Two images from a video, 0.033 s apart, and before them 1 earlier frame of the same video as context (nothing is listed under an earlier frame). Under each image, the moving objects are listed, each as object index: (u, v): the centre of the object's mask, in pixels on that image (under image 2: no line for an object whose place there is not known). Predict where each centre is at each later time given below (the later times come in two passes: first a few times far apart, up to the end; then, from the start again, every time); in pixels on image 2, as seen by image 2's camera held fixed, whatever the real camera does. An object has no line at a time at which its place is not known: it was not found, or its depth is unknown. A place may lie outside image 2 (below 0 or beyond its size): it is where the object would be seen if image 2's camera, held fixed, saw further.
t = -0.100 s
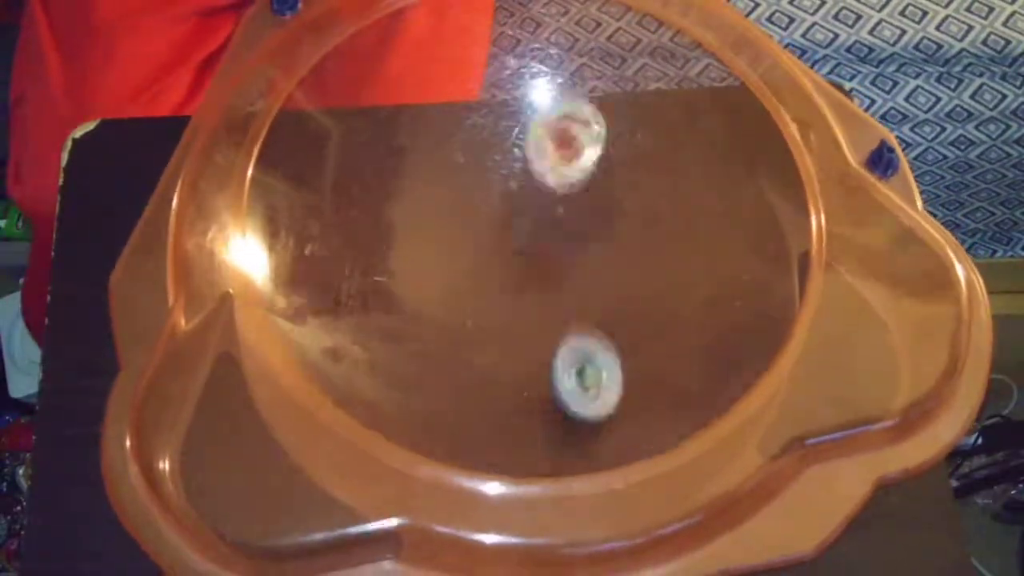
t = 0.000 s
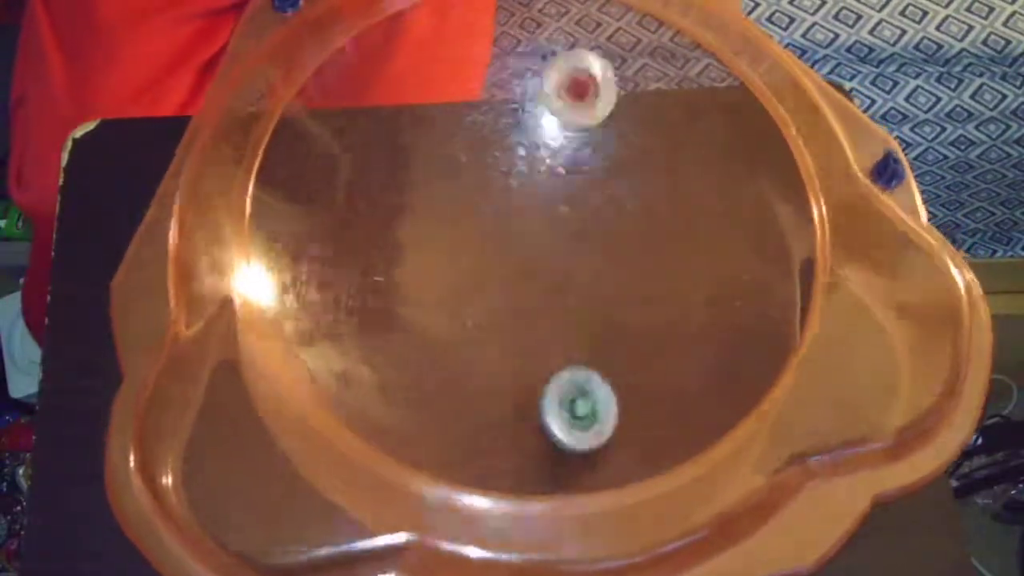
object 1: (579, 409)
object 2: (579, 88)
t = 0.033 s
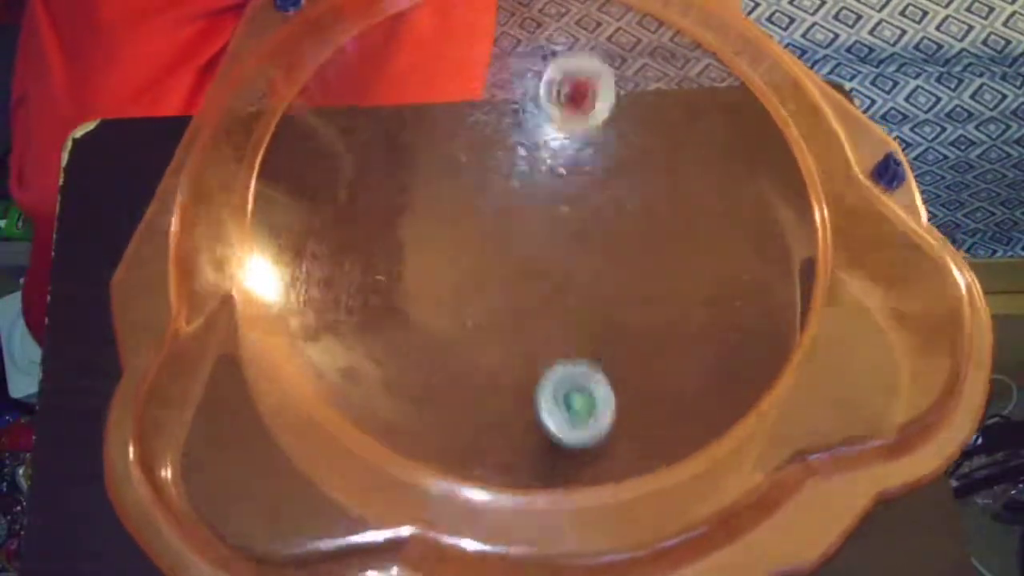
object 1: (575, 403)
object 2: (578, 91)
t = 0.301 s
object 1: (517, 397)
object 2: (564, 260)
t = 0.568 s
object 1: (509, 419)
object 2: (551, 264)
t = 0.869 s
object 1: (439, 377)
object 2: (672, 263)
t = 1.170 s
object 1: (487, 298)
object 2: (553, 324)
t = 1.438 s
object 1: (460, 209)
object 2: (504, 371)
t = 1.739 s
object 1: (510, 291)
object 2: (481, 372)
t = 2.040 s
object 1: (542, 293)
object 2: (494, 359)
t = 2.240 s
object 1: (561, 316)
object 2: (505, 363)
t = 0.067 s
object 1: (572, 394)
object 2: (571, 114)
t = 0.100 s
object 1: (568, 382)
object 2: (565, 138)
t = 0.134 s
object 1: (565, 367)
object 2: (556, 184)
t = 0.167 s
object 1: (561, 351)
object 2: (551, 223)
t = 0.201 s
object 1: (555, 337)
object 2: (549, 255)
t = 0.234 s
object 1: (546, 346)
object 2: (549, 272)
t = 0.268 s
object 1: (533, 367)
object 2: (557, 271)
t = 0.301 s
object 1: (517, 397)
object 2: (564, 260)
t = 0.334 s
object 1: (506, 415)
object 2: (573, 248)
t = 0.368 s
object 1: (495, 432)
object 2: (574, 234)
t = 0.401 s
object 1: (489, 443)
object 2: (577, 225)
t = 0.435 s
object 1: (488, 446)
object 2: (574, 223)
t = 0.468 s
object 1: (489, 443)
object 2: (572, 223)
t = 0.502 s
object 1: (493, 439)
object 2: (564, 230)
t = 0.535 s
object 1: (500, 430)
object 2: (557, 244)
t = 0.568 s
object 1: (509, 419)
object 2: (551, 264)
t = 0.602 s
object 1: (517, 408)
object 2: (543, 282)
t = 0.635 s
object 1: (525, 393)
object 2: (540, 304)
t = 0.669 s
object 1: (531, 377)
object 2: (534, 314)
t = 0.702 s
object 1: (519, 373)
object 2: (556, 313)
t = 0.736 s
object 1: (498, 380)
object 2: (585, 300)
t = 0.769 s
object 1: (477, 382)
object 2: (620, 283)
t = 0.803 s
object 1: (460, 384)
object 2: (644, 281)
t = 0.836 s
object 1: (448, 381)
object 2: (668, 276)
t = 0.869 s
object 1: (439, 377)
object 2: (672, 263)
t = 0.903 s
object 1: (434, 370)
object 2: (671, 260)
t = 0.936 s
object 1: (432, 363)
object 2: (666, 260)
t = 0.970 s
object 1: (434, 354)
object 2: (657, 263)
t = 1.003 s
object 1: (440, 347)
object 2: (644, 270)
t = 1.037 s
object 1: (449, 338)
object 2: (629, 278)
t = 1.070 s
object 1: (459, 331)
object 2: (616, 290)
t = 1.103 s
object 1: (473, 320)
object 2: (596, 302)
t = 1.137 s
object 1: (483, 313)
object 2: (569, 314)
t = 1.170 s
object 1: (487, 298)
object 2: (553, 324)
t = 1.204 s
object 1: (484, 279)
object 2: (543, 342)
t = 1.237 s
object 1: (479, 260)
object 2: (535, 358)
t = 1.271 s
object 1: (475, 245)
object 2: (529, 370)
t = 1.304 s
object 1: (470, 232)
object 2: (522, 379)
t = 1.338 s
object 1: (465, 217)
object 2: (519, 383)
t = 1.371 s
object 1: (461, 208)
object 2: (514, 383)
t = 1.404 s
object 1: (460, 205)
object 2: (510, 379)
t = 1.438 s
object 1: (460, 209)
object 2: (504, 371)
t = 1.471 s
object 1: (463, 218)
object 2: (500, 366)
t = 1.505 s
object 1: (463, 232)
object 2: (497, 360)
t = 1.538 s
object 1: (466, 252)
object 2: (494, 355)
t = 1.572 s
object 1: (471, 273)
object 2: (493, 351)
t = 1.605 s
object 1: (476, 286)
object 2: (492, 352)
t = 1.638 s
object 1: (489, 296)
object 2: (483, 357)
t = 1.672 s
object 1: (497, 296)
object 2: (483, 365)
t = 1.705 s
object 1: (505, 292)
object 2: (481, 369)
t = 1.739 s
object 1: (510, 291)
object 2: (481, 372)
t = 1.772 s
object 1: (516, 287)
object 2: (481, 371)
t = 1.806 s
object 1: (520, 285)
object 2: (483, 369)
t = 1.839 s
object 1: (525, 283)
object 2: (486, 365)
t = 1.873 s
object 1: (528, 281)
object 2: (491, 363)
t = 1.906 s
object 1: (530, 283)
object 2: (493, 359)
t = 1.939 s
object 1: (533, 286)
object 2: (495, 357)
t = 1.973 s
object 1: (535, 288)
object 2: (496, 356)
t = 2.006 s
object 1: (539, 292)
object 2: (497, 356)
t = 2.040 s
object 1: (542, 293)
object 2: (494, 359)
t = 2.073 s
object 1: (548, 295)
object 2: (494, 360)
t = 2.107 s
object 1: (551, 297)
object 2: (496, 361)
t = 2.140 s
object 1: (556, 301)
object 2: (499, 362)
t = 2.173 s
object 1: (559, 306)
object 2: (502, 364)
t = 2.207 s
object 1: (561, 312)
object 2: (504, 364)
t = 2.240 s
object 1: (561, 316)
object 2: (505, 363)
